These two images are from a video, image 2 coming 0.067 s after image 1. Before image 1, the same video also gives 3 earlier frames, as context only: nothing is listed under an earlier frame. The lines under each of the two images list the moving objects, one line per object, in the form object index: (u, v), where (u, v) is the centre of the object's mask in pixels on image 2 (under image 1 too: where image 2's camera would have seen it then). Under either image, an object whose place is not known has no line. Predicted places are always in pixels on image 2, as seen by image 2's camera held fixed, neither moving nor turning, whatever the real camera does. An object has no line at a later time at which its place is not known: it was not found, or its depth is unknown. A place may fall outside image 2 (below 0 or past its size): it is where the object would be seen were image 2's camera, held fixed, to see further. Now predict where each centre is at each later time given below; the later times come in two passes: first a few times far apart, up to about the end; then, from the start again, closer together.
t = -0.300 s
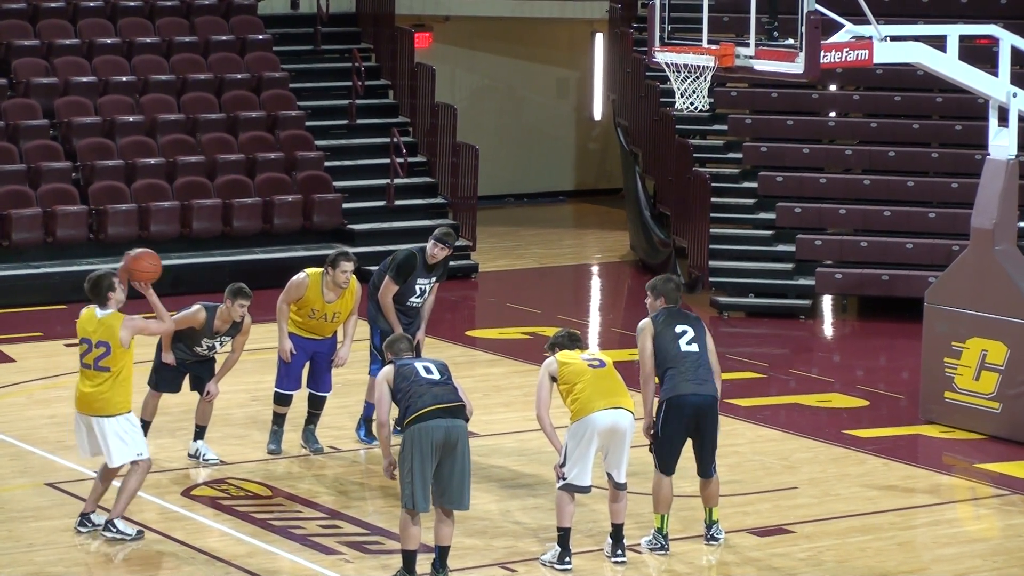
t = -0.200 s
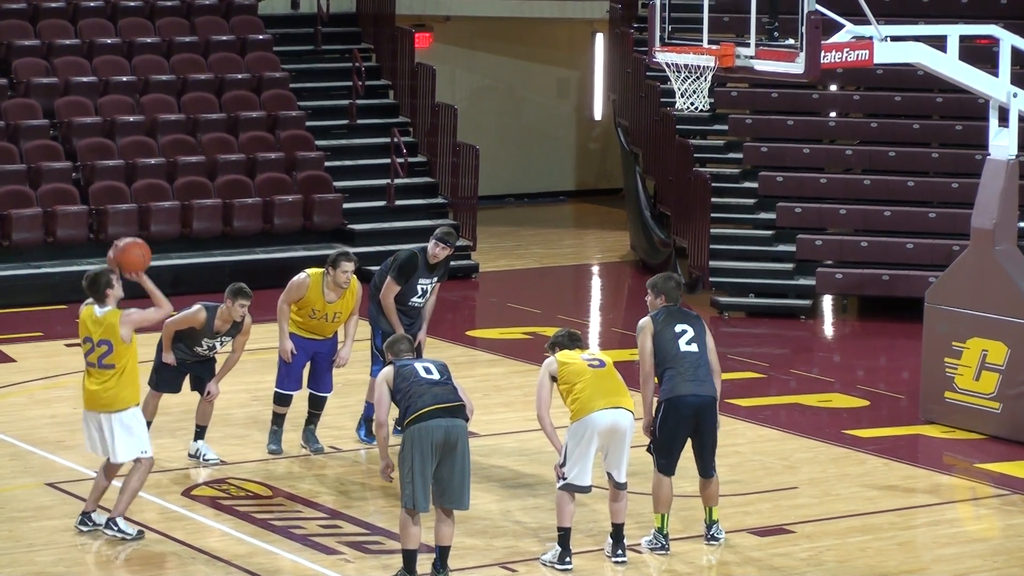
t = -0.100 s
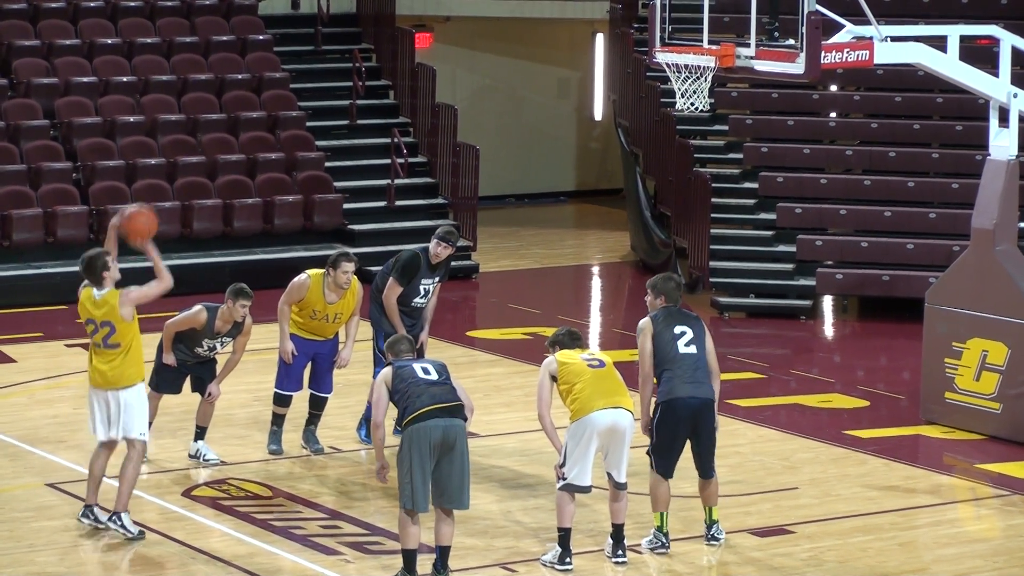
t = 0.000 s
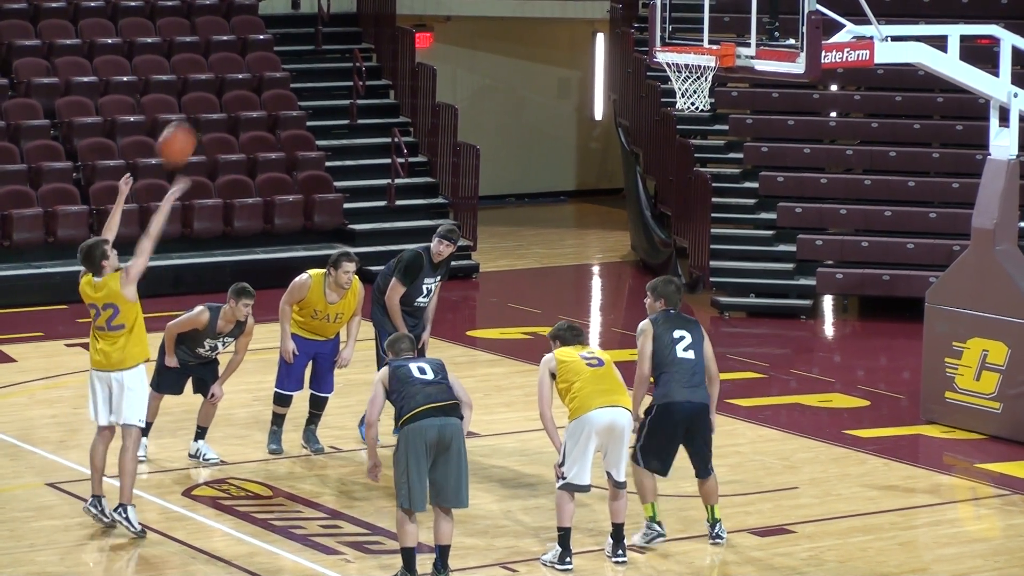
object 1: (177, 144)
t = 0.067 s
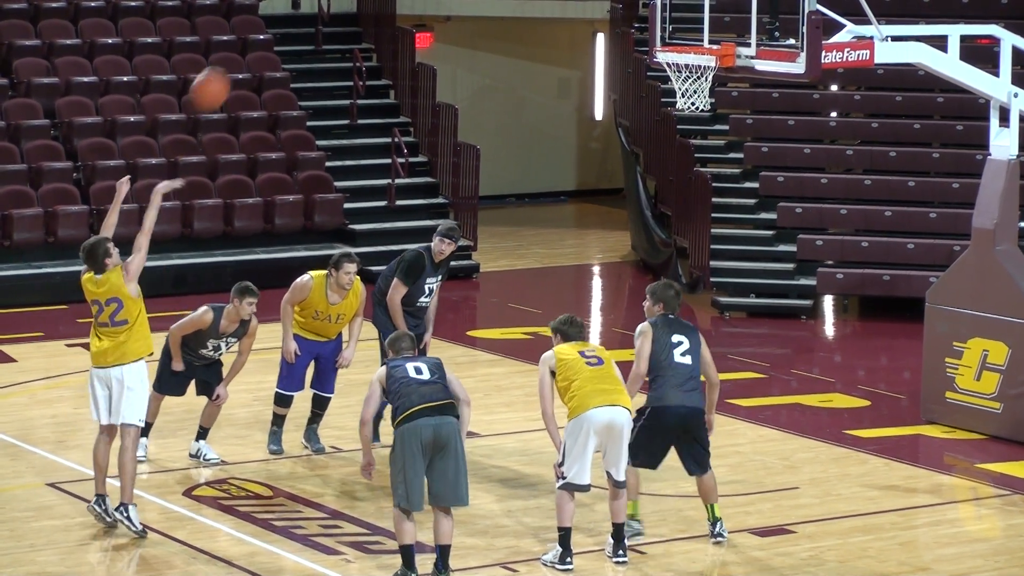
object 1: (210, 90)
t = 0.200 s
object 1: (276, 9)
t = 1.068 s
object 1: (656, 37)
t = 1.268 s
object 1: (601, 13)
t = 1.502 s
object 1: (531, 52)
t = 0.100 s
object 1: (227, 64)
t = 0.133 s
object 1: (244, 40)
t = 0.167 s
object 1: (260, 19)
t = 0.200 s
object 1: (276, 9)
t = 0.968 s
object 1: (627, 6)
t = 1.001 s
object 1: (640, 15)
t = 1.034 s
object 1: (653, 29)
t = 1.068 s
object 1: (656, 37)
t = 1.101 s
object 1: (647, 29)
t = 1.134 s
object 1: (638, 23)
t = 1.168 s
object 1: (629, 18)
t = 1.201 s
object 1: (620, 15)
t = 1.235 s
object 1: (611, 15)
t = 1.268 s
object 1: (601, 13)
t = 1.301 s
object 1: (591, 14)
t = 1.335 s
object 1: (581, 16)
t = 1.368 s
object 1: (571, 19)
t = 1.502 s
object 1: (531, 52)
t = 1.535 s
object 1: (521, 64)
